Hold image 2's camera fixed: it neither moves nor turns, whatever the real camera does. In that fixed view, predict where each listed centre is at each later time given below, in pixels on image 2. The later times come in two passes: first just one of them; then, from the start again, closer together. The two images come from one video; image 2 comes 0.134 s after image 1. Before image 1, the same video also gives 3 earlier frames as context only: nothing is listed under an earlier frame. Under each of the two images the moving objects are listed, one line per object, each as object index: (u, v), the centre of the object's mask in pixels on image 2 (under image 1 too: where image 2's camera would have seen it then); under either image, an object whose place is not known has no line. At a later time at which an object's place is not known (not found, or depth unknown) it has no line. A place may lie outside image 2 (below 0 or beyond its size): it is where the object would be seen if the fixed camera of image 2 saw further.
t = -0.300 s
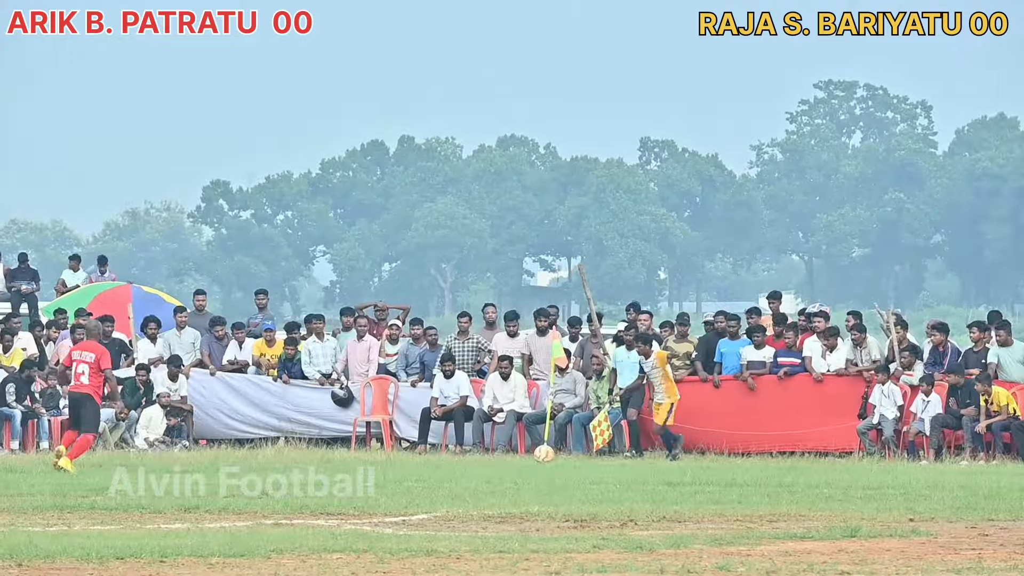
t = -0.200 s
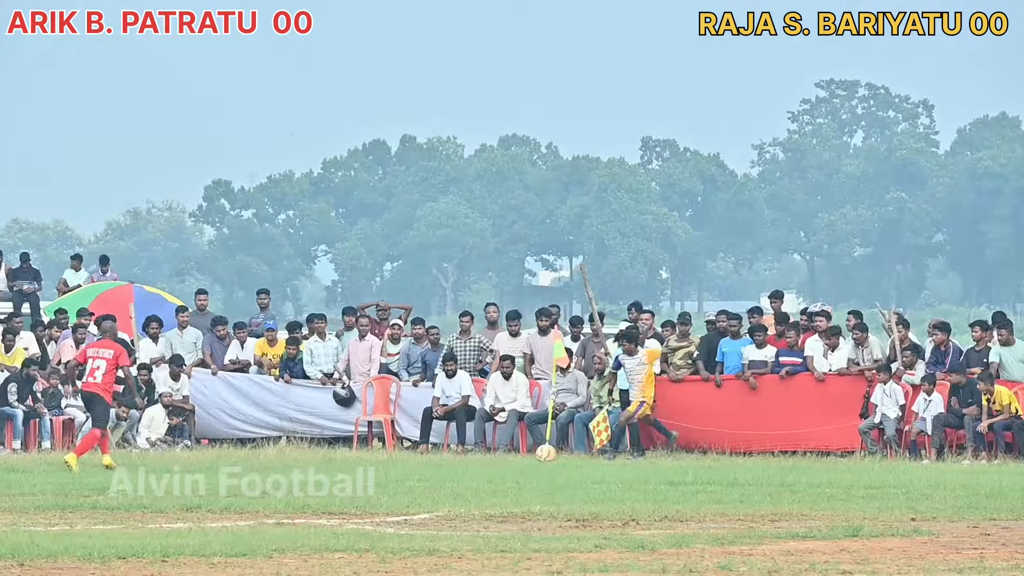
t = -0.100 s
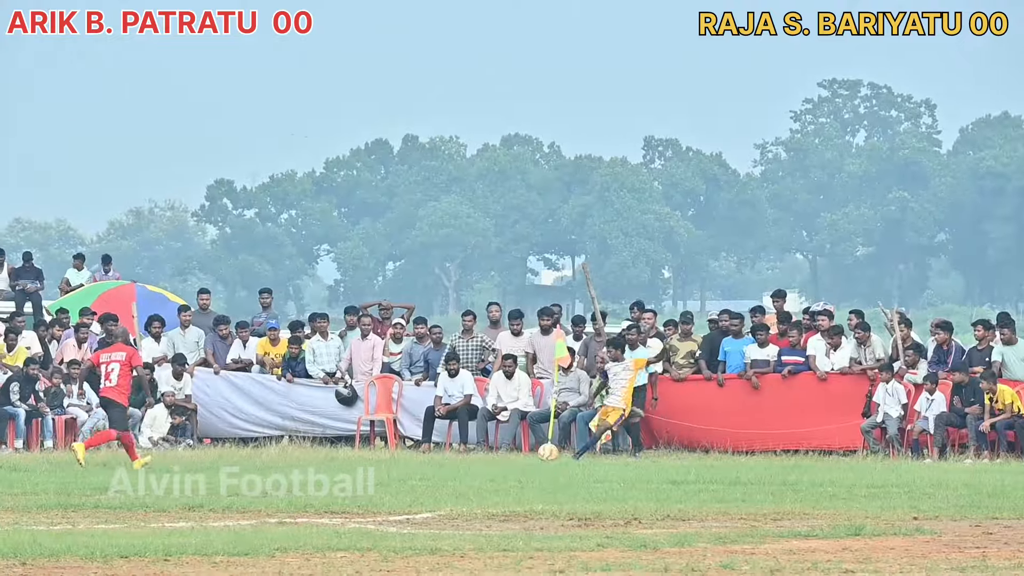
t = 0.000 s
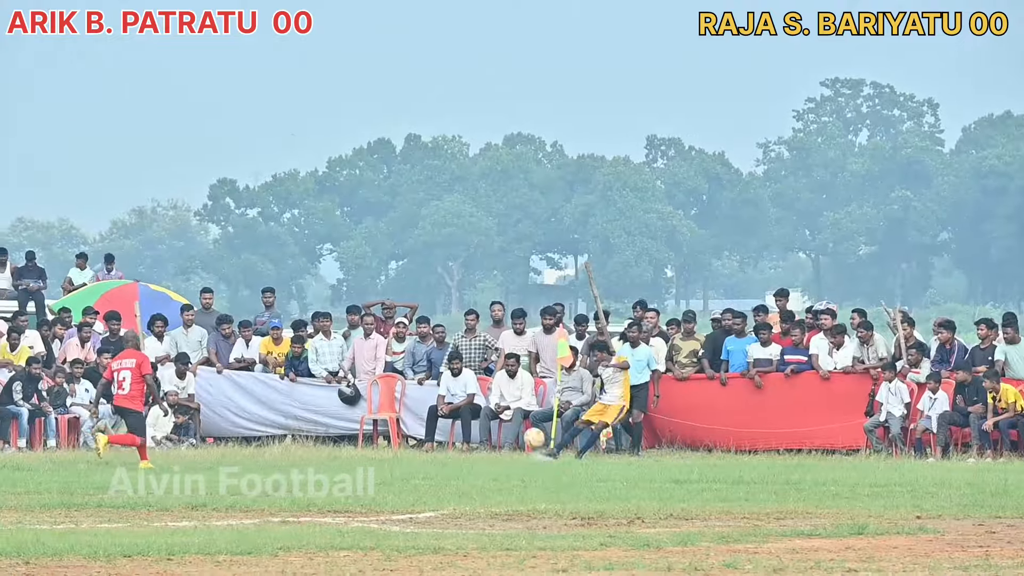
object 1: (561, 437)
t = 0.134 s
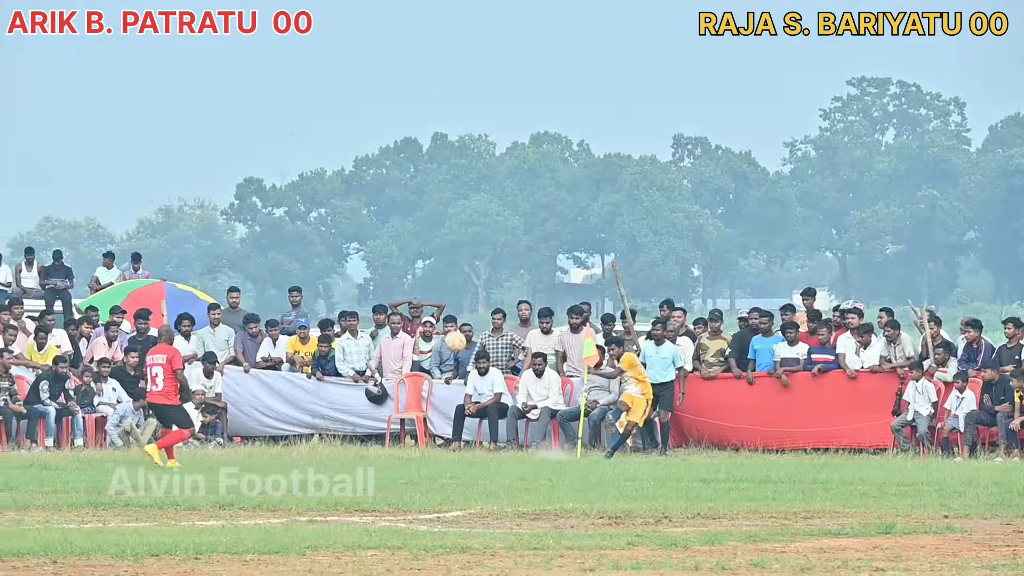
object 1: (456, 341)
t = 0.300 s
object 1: (316, 226)
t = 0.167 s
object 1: (428, 319)
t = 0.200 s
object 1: (400, 295)
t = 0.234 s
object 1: (371, 272)
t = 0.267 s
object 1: (342, 249)
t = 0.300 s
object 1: (316, 226)
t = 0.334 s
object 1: (287, 203)
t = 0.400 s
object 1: (223, 161)
